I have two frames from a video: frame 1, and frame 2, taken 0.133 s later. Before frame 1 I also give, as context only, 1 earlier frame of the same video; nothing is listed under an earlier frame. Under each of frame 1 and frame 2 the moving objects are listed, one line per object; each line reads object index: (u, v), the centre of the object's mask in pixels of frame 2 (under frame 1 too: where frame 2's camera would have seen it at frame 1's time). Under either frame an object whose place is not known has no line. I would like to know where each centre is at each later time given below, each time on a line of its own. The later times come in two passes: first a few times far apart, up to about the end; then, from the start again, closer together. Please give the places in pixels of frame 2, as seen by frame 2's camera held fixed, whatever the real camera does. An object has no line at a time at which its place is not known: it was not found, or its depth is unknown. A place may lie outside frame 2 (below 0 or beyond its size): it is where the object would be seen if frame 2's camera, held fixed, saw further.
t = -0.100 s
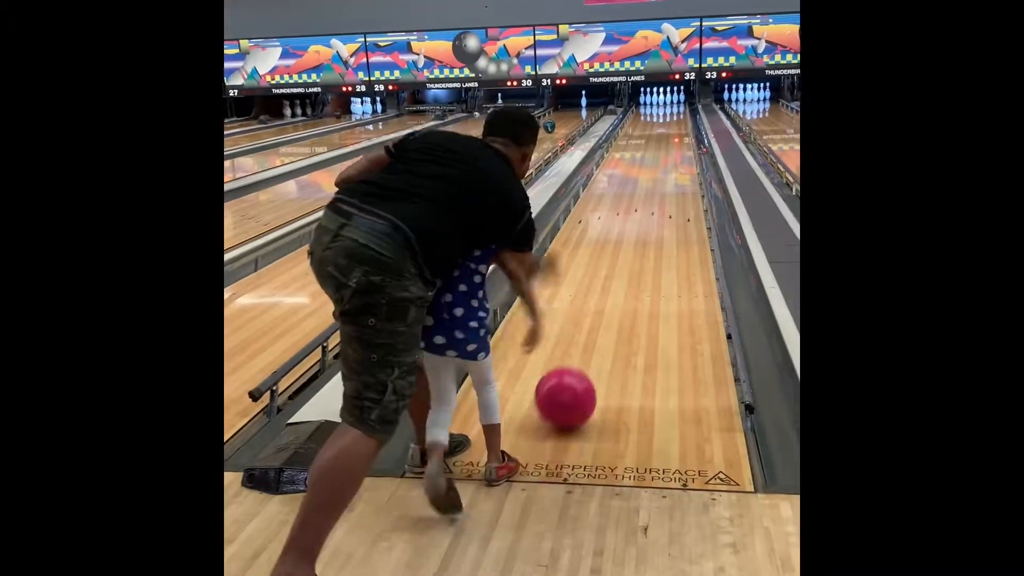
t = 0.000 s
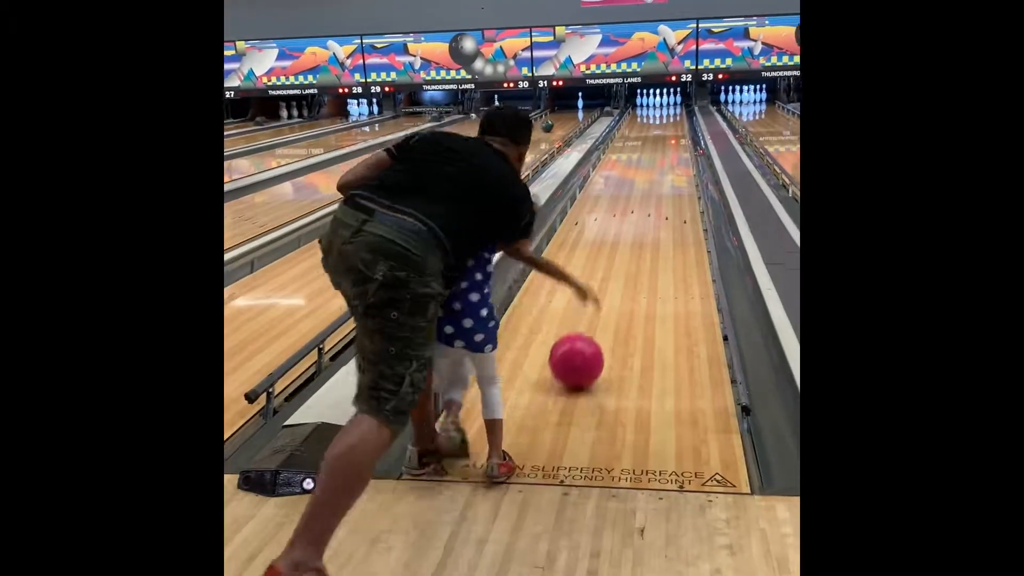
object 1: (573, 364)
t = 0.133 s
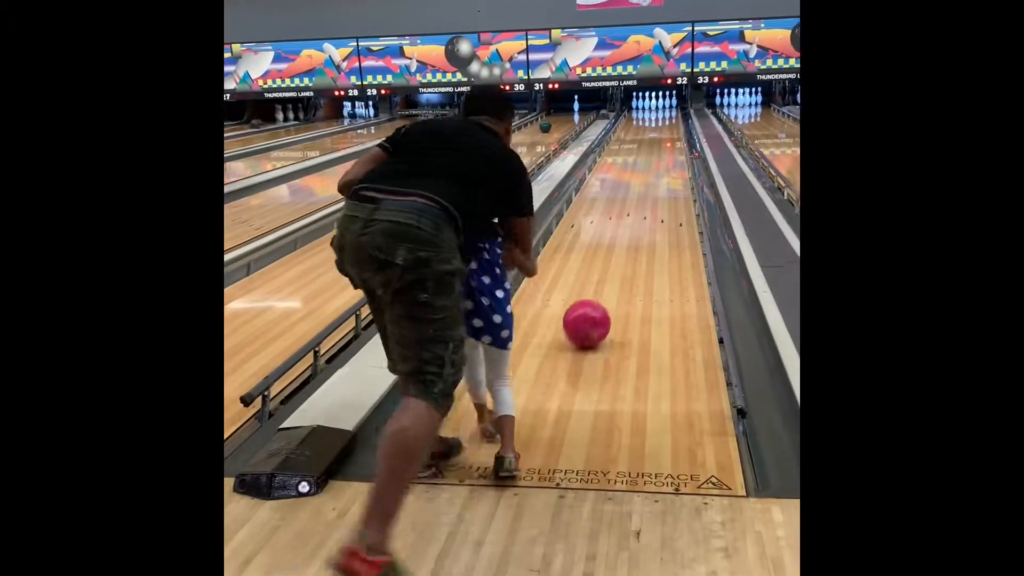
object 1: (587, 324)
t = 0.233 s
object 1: (595, 300)
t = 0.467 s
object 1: (610, 259)
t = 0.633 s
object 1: (617, 237)
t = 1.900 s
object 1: (641, 156)
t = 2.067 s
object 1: (643, 151)
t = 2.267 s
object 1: (644, 145)
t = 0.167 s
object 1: (590, 315)
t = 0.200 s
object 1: (592, 308)
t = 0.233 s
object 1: (595, 300)
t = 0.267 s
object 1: (597, 293)
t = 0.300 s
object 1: (600, 287)
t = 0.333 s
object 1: (602, 281)
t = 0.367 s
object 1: (604, 275)
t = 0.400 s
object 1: (606, 269)
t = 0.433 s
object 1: (608, 264)
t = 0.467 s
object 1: (610, 259)
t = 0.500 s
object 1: (611, 254)
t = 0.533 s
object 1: (613, 250)
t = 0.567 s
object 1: (614, 245)
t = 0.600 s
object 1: (616, 241)
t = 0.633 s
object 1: (617, 237)
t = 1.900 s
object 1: (641, 156)
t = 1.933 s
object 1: (642, 155)
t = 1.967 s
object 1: (642, 154)
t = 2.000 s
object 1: (642, 153)
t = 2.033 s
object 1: (642, 152)
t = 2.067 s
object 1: (643, 151)
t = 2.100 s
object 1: (643, 150)
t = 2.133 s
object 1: (643, 150)
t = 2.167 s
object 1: (643, 148)
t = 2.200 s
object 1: (643, 147)
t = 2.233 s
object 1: (644, 146)
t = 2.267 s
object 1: (644, 145)
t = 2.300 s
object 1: (644, 143)
